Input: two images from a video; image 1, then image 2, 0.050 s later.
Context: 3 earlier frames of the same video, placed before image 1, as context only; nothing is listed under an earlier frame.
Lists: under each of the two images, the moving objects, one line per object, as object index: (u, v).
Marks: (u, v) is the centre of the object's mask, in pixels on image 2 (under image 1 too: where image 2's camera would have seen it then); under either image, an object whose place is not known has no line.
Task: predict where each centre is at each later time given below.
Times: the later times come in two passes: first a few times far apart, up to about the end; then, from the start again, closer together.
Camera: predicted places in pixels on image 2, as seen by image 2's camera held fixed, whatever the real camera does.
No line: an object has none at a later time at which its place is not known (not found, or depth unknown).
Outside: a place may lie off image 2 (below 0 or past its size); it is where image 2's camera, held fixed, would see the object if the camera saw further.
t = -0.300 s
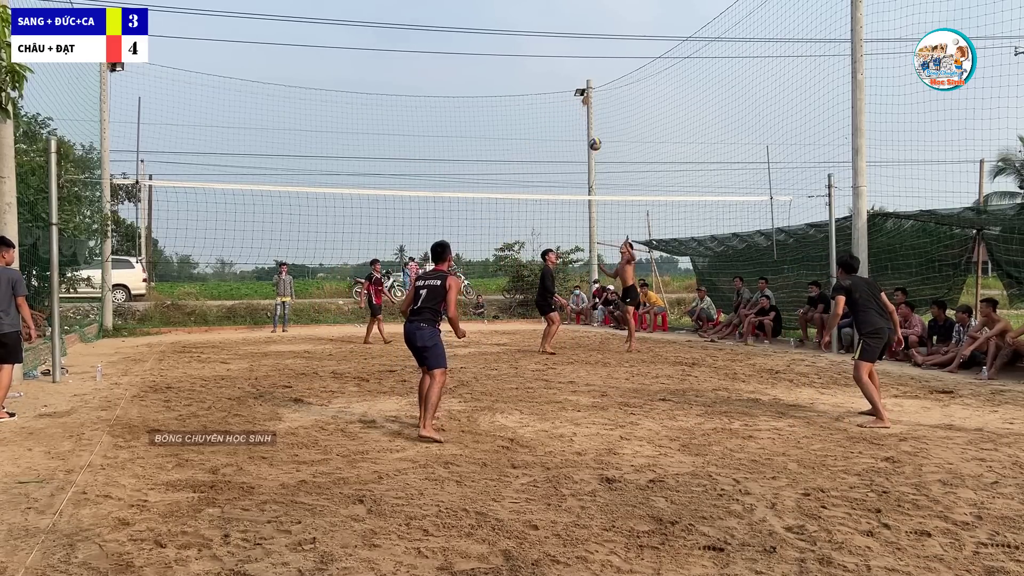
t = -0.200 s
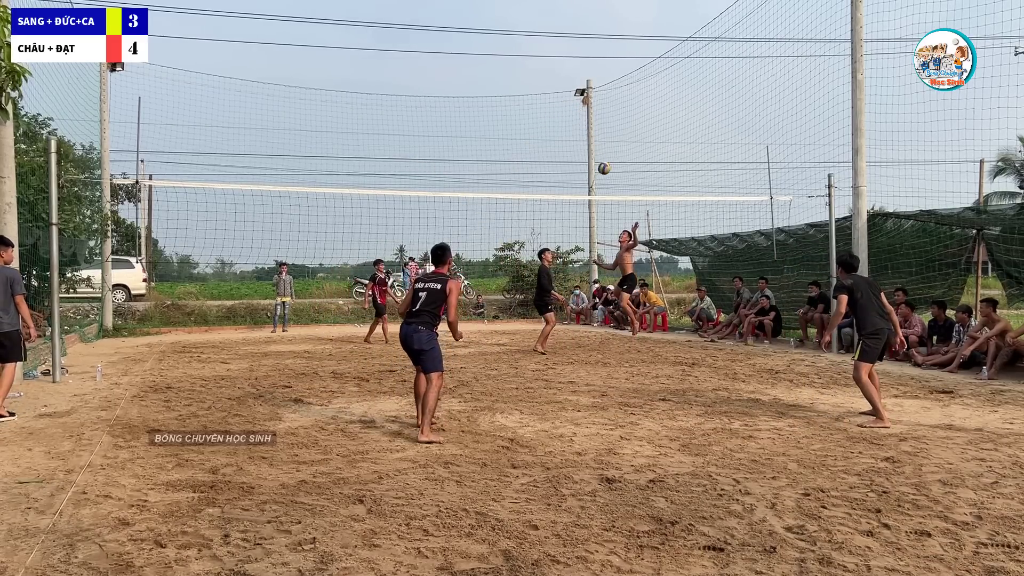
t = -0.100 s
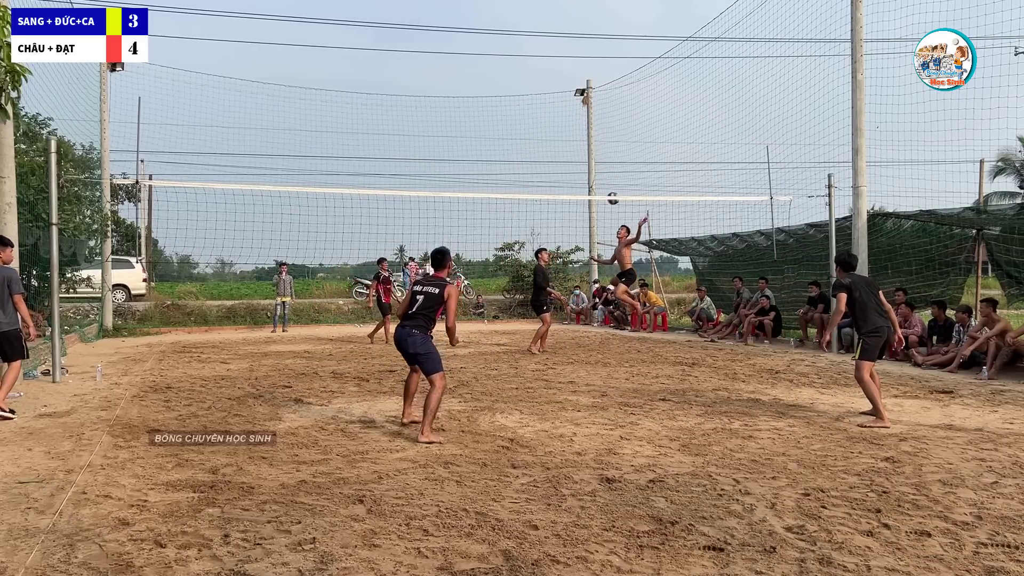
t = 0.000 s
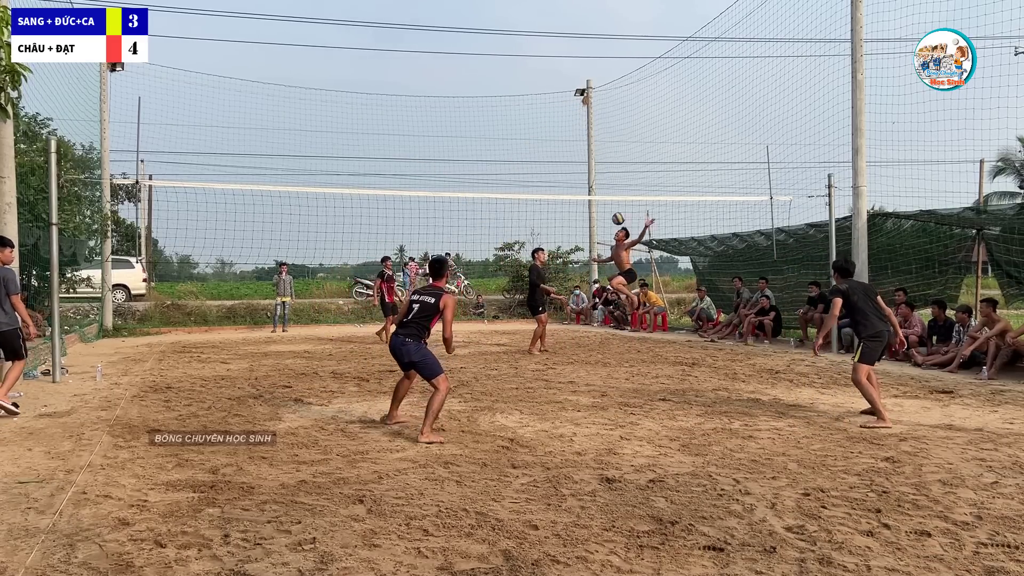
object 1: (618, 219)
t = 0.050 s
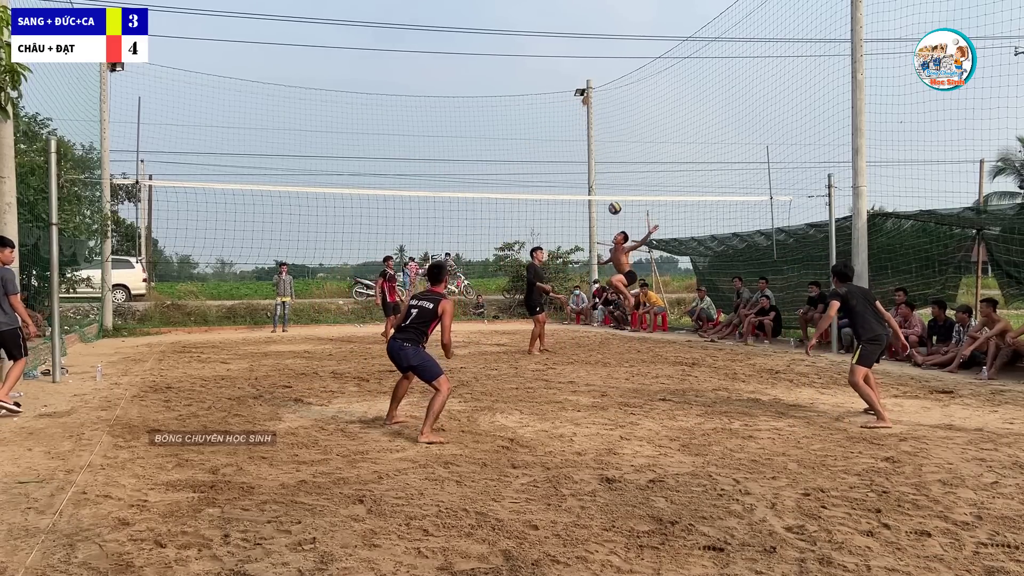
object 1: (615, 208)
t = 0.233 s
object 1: (601, 181)
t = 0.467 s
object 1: (584, 176)
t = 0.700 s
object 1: (564, 208)
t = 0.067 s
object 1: (613, 205)
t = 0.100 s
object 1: (611, 199)
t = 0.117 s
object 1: (610, 196)
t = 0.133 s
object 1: (608, 192)
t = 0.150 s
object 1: (608, 191)
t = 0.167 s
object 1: (606, 189)
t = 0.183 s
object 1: (605, 187)
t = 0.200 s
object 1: (604, 185)
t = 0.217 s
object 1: (603, 183)
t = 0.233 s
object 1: (601, 181)
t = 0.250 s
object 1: (600, 179)
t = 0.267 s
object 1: (599, 178)
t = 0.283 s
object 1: (598, 177)
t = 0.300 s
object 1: (597, 176)
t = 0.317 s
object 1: (595, 175)
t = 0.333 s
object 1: (594, 175)
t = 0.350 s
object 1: (593, 174)
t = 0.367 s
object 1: (592, 174)
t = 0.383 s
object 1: (590, 173)
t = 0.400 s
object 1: (589, 173)
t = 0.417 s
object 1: (588, 173)
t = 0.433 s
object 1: (586, 174)
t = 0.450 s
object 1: (585, 175)
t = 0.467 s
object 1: (584, 176)
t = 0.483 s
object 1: (582, 176)
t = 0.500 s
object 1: (581, 177)
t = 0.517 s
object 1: (579, 179)
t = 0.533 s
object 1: (578, 180)
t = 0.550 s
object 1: (577, 182)
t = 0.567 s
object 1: (575, 184)
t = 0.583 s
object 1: (574, 186)
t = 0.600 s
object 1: (573, 189)
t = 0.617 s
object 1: (571, 191)
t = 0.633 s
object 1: (570, 194)
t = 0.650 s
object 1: (569, 197)
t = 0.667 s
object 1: (567, 200)
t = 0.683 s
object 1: (566, 204)
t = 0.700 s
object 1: (564, 208)
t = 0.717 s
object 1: (563, 212)
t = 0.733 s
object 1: (561, 216)
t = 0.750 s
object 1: (560, 221)
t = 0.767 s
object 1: (559, 225)
